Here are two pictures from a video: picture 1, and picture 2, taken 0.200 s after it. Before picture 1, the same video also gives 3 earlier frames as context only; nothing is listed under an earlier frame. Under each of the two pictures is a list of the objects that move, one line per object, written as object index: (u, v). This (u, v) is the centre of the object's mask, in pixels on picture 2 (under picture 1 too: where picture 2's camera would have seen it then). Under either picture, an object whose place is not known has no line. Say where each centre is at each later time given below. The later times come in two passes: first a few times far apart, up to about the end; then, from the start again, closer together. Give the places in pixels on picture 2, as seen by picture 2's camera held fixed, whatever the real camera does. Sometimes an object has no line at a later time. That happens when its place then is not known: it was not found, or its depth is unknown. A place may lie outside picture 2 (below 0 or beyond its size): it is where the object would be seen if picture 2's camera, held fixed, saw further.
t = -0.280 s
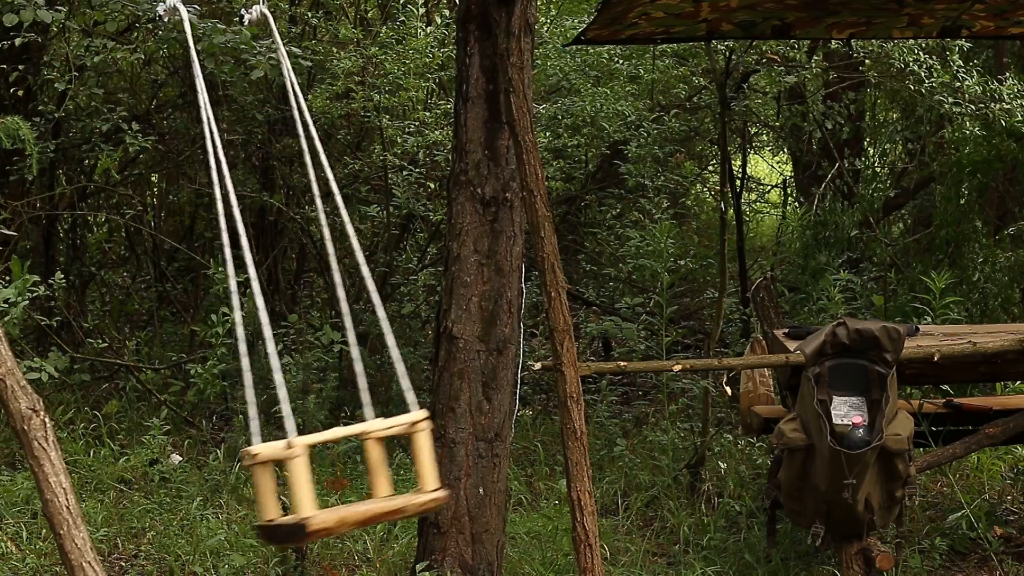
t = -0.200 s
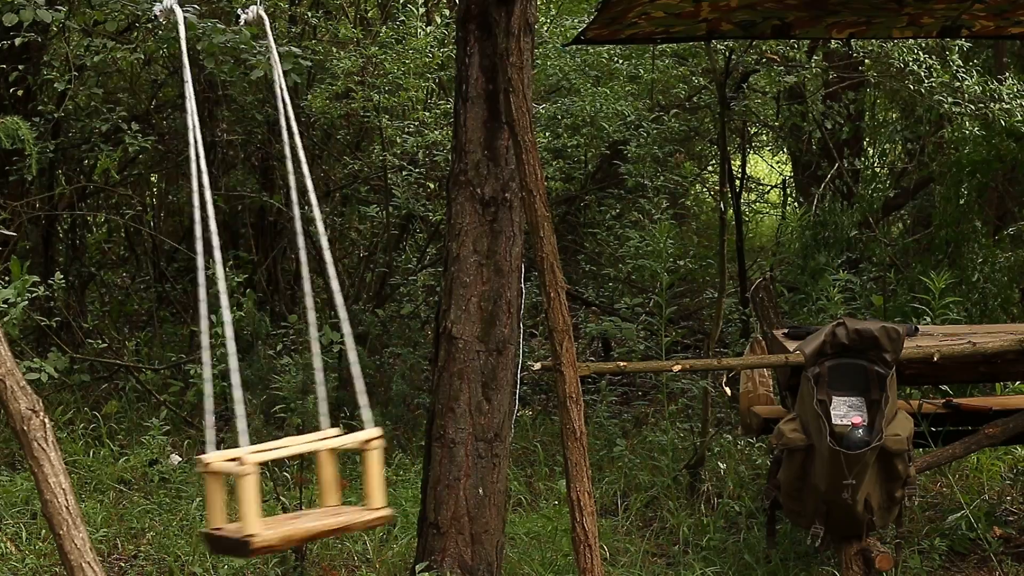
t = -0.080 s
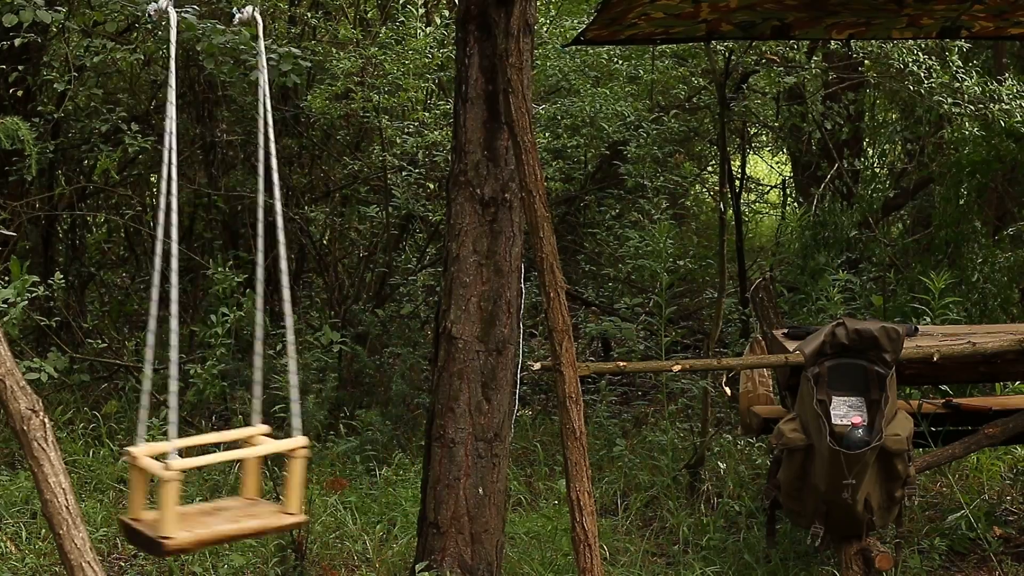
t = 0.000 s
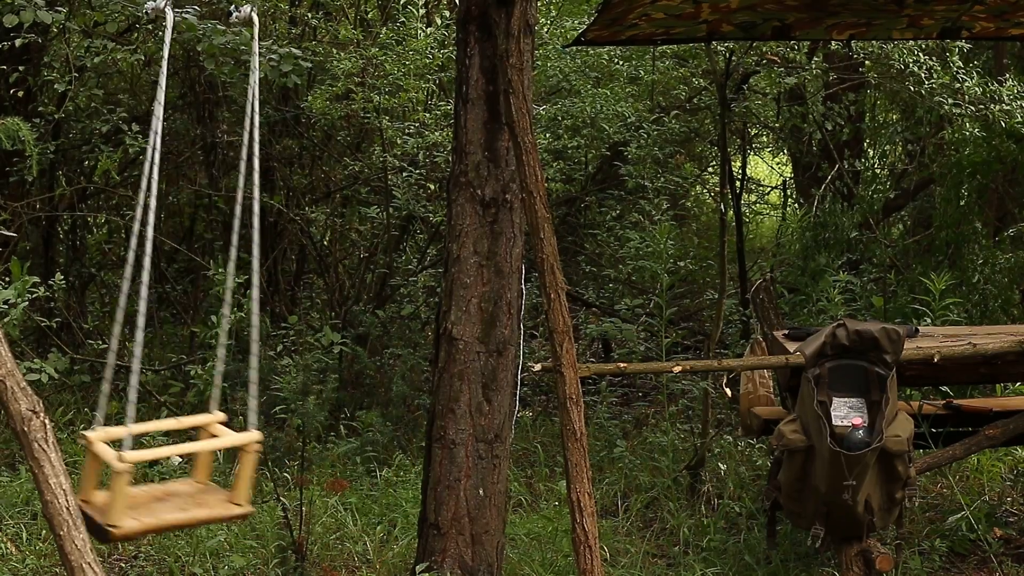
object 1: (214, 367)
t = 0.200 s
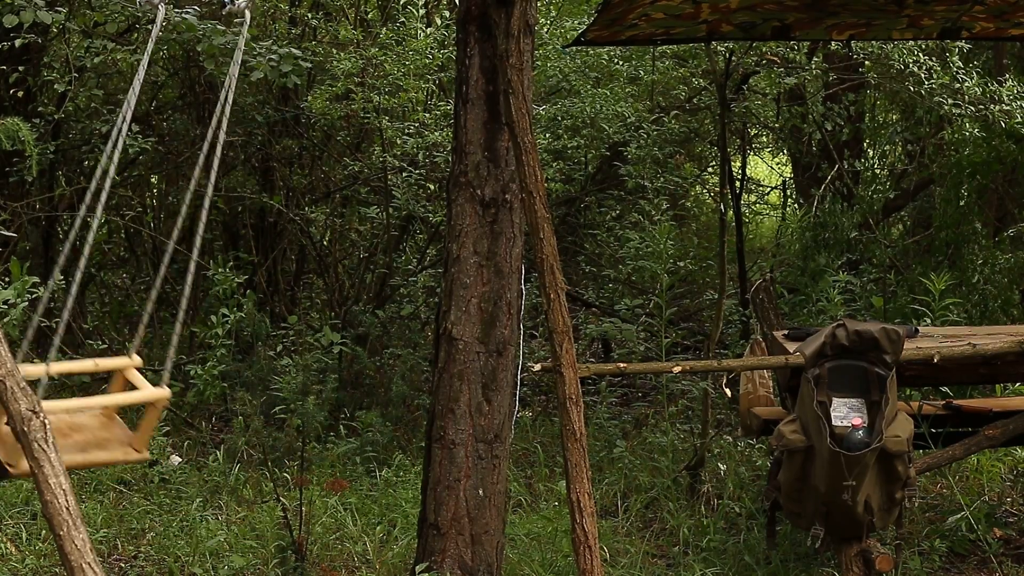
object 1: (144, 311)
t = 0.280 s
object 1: (131, 282)
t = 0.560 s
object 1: (119, 264)
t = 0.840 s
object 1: (171, 341)
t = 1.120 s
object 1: (295, 367)
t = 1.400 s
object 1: (398, 327)
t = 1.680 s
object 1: (424, 306)
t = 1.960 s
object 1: (363, 350)
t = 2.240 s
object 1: (240, 374)
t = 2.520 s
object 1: (147, 305)
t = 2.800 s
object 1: (126, 270)
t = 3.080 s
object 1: (164, 331)
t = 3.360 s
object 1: (272, 374)
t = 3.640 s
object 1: (375, 343)
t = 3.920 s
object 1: (415, 311)
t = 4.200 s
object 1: (372, 348)
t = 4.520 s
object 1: (245, 374)
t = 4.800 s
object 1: (154, 315)
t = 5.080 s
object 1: (131, 285)
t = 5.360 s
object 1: (169, 332)
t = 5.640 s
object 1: (269, 375)
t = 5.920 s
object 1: (366, 345)
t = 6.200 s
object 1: (407, 316)
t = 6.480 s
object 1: (368, 350)
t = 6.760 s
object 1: (264, 377)
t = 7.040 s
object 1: (167, 330)
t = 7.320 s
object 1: (135, 292)
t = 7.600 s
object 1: (163, 328)
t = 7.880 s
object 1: (251, 371)
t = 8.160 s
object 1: (351, 352)
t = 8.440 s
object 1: (402, 324)
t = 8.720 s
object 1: (375, 345)
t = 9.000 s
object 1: (279, 376)
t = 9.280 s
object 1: (180, 338)
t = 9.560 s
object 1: (139, 298)
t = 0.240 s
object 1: (136, 293)
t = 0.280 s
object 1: (131, 282)
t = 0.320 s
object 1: (125, 274)
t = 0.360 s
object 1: (122, 266)
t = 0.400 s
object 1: (119, 261)
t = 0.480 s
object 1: (117, 258)
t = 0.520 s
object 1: (117, 259)
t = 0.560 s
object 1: (119, 264)
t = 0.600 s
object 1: (122, 269)
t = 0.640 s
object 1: (126, 276)
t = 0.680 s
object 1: (133, 284)
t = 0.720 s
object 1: (140, 298)
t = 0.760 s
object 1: (147, 316)
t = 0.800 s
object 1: (158, 330)
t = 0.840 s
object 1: (171, 341)
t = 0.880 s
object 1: (186, 352)
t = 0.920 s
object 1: (204, 361)
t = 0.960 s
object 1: (220, 372)
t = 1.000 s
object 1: (239, 372)
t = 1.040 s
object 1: (258, 373)
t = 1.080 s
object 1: (277, 376)
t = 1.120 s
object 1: (295, 367)
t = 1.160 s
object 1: (312, 363)
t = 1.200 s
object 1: (331, 361)
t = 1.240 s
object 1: (346, 355)
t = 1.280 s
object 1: (361, 350)
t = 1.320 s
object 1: (375, 343)
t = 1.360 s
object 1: (388, 337)
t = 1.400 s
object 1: (398, 327)
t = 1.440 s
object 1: (406, 319)
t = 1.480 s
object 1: (412, 311)
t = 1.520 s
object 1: (419, 309)
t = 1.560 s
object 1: (423, 306)
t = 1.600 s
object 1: (423, 302)
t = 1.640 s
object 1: (425, 303)
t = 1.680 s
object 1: (424, 306)
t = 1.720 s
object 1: (421, 309)
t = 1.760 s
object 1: (417, 317)
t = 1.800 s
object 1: (407, 317)
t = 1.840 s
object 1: (400, 327)
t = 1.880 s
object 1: (389, 333)
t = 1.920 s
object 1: (377, 343)
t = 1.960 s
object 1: (363, 350)
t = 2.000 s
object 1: (347, 357)
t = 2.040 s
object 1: (333, 366)
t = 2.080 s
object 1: (314, 366)
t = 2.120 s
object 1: (296, 377)
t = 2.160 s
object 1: (277, 379)
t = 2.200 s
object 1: (258, 377)
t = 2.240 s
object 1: (240, 374)
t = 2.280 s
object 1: (222, 375)
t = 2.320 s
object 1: (205, 365)
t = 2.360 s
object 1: (190, 353)
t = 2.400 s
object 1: (177, 340)
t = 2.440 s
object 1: (165, 329)
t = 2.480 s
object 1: (155, 317)
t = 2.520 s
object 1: (147, 305)
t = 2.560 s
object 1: (140, 296)
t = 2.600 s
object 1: (132, 291)
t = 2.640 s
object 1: (131, 277)
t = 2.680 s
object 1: (126, 275)
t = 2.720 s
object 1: (126, 271)
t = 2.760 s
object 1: (125, 270)
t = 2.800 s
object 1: (126, 270)
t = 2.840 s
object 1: (127, 274)
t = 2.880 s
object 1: (131, 276)
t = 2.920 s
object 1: (132, 289)
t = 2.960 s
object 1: (138, 295)
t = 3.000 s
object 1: (146, 306)
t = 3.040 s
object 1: (153, 321)
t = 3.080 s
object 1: (164, 331)
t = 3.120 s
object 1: (177, 334)
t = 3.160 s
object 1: (189, 352)
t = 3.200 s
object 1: (204, 360)
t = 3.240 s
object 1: (220, 369)
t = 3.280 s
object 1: (237, 371)
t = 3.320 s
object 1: (254, 372)
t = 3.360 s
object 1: (272, 374)
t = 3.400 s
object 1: (289, 374)
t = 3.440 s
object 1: (305, 370)
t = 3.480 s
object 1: (321, 365)
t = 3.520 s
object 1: (337, 363)
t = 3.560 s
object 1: (349, 353)
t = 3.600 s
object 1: (364, 349)
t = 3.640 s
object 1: (375, 343)
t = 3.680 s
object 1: (384, 331)
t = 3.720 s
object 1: (393, 325)
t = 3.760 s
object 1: (401, 320)
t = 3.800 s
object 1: (406, 317)
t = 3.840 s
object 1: (411, 314)
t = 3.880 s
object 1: (414, 311)
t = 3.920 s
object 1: (415, 311)
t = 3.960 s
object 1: (413, 311)
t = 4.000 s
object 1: (411, 315)
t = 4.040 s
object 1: (407, 319)
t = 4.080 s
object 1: (402, 327)
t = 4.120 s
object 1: (393, 331)
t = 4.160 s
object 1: (385, 340)
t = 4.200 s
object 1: (372, 348)
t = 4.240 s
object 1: (359, 352)
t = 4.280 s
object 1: (346, 360)
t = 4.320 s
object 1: (330, 362)
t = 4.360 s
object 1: (315, 375)
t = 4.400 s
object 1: (298, 375)
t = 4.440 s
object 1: (280, 378)
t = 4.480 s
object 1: (263, 376)
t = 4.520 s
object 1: (245, 374)
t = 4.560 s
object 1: (228, 378)
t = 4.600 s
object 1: (212, 370)
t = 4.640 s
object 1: (197, 358)
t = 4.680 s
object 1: (185, 343)
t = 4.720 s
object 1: (174, 334)
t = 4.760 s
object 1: (163, 324)
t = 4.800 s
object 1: (154, 315)
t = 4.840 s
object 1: (147, 306)
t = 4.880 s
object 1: (144, 294)
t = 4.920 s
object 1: (136, 292)
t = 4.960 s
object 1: (132, 289)
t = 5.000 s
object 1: (130, 287)
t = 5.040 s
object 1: (129, 287)
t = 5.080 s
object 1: (131, 285)
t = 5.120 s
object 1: (131, 289)
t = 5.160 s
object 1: (134, 292)
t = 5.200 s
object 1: (137, 301)
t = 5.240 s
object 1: (143, 309)
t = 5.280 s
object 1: (150, 316)
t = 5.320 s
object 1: (157, 329)
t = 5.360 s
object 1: (169, 332)
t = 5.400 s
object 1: (180, 342)
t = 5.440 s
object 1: (192, 350)
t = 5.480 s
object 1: (206, 362)
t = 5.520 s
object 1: (221, 373)
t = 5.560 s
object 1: (236, 375)
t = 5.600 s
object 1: (252, 371)
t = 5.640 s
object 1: (269, 375)
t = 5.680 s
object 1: (285, 377)
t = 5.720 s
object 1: (300, 371)
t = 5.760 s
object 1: (315, 364)
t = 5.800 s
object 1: (330, 362)
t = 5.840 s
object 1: (343, 356)
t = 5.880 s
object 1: (355, 350)
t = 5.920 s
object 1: (366, 345)
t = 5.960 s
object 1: (377, 338)
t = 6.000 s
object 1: (386, 334)
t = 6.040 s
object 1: (393, 327)
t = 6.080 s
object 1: (399, 323)
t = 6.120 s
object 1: (404, 322)
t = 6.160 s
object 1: (407, 318)
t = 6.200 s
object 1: (407, 316)
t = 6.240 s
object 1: (408, 319)
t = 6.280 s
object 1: (405, 321)
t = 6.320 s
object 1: (401, 325)
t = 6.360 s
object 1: (395, 328)
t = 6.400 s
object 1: (388, 337)
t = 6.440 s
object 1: (379, 342)
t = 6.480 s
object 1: (368, 350)
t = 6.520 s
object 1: (356, 353)
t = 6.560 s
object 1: (343, 358)
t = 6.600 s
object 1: (329, 368)
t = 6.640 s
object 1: (314, 375)
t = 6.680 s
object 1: (297, 374)
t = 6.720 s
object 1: (281, 378)
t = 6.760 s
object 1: (264, 377)
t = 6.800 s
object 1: (247, 375)
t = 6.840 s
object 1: (232, 368)
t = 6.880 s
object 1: (216, 367)
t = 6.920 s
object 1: (201, 363)
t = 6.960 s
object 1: (189, 350)
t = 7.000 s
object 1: (178, 336)
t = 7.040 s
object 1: (167, 330)
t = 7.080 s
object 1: (159, 320)
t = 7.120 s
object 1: (152, 312)
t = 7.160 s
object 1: (146, 306)
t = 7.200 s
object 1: (142, 300)
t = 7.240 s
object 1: (138, 295)
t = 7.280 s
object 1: (136, 293)
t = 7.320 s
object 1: (135, 292)
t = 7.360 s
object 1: (135, 294)
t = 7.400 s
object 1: (138, 293)
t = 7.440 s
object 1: (139, 300)
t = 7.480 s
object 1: (143, 307)
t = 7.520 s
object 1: (147, 315)
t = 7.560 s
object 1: (155, 319)
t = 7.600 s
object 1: (163, 328)
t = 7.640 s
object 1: (172, 339)
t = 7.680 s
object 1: (182, 353)
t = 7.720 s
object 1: (194, 357)
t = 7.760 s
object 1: (208, 366)
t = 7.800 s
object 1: (221, 373)
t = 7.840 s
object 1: (237, 374)
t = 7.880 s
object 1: (251, 371)
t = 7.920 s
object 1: (268, 376)
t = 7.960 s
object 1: (283, 378)
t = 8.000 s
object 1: (298, 370)
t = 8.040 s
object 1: (312, 363)
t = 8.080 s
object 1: (326, 363)
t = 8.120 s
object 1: (339, 355)
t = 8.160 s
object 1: (351, 352)
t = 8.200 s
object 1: (363, 348)
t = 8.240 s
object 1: (372, 340)
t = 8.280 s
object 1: (382, 337)
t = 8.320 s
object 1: (389, 332)
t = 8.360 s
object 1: (395, 328)
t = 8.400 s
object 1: (398, 323)
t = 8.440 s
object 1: (402, 324)
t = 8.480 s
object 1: (402, 321)
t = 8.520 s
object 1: (402, 323)
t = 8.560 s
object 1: (400, 325)
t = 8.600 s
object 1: (396, 328)
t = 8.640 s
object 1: (392, 336)
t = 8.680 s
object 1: (384, 339)
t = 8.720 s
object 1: (375, 345)
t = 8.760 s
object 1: (364, 349)
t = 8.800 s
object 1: (352, 354)
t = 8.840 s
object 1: (340, 363)
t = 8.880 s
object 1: (326, 368)
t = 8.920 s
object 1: (310, 372)
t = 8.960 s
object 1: (295, 375)
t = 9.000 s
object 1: (279, 376)
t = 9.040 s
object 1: (263, 374)
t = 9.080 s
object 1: (247, 375)
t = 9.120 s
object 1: (231, 366)
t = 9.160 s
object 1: (217, 366)
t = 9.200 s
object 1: (203, 359)
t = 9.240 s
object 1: (191, 346)
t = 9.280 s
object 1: (180, 338)
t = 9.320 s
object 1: (170, 330)
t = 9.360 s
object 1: (161, 324)
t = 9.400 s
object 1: (154, 316)
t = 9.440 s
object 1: (150, 309)
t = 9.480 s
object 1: (144, 308)
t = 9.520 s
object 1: (144, 294)
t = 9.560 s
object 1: (139, 298)
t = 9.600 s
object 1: (139, 298)
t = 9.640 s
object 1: (139, 299)
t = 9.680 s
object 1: (144, 294)
